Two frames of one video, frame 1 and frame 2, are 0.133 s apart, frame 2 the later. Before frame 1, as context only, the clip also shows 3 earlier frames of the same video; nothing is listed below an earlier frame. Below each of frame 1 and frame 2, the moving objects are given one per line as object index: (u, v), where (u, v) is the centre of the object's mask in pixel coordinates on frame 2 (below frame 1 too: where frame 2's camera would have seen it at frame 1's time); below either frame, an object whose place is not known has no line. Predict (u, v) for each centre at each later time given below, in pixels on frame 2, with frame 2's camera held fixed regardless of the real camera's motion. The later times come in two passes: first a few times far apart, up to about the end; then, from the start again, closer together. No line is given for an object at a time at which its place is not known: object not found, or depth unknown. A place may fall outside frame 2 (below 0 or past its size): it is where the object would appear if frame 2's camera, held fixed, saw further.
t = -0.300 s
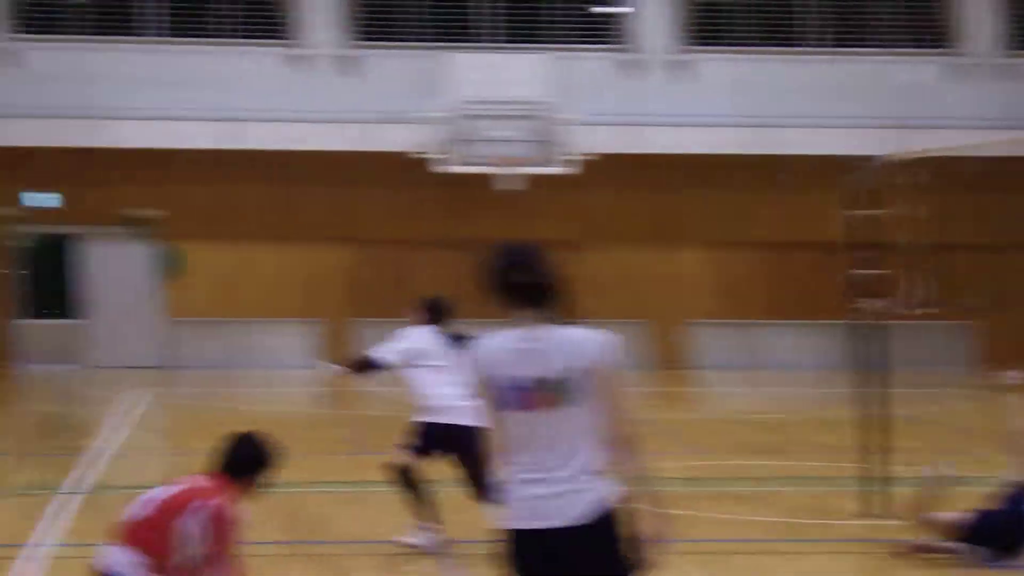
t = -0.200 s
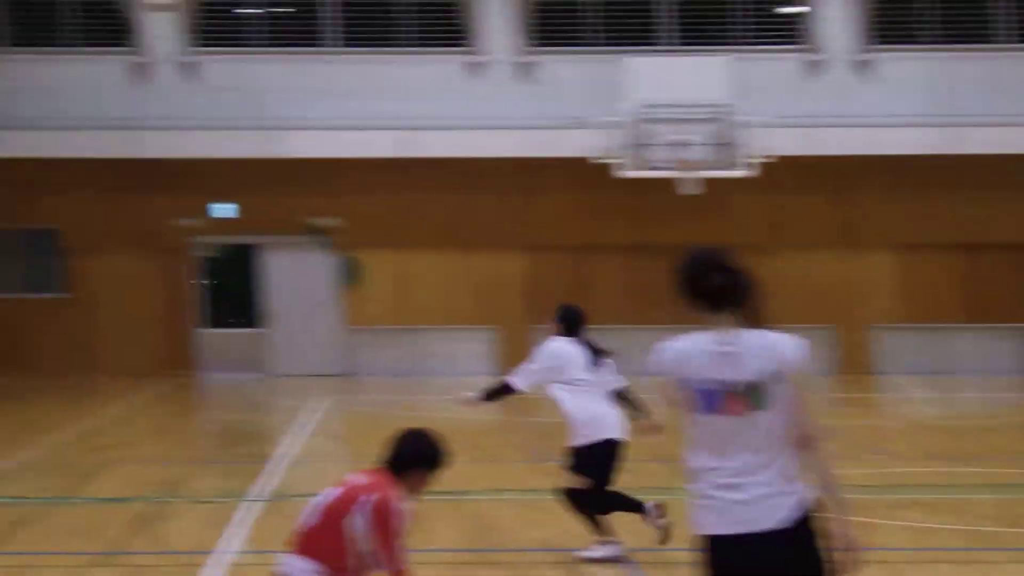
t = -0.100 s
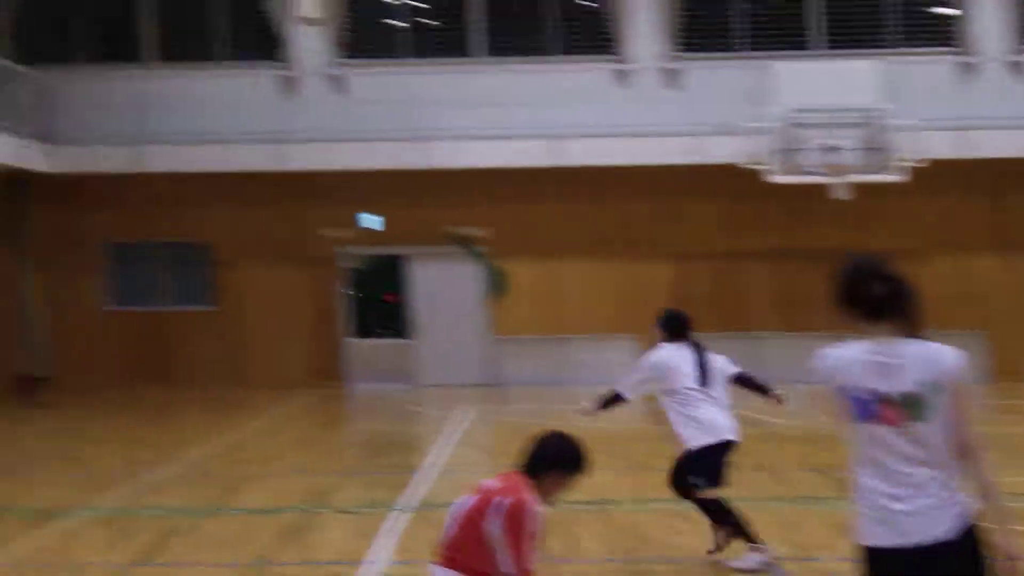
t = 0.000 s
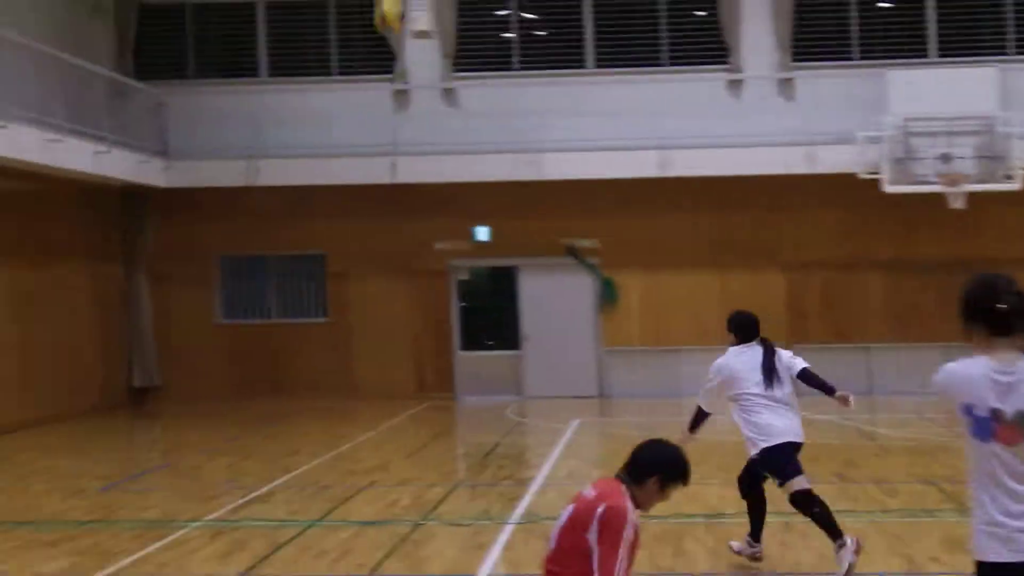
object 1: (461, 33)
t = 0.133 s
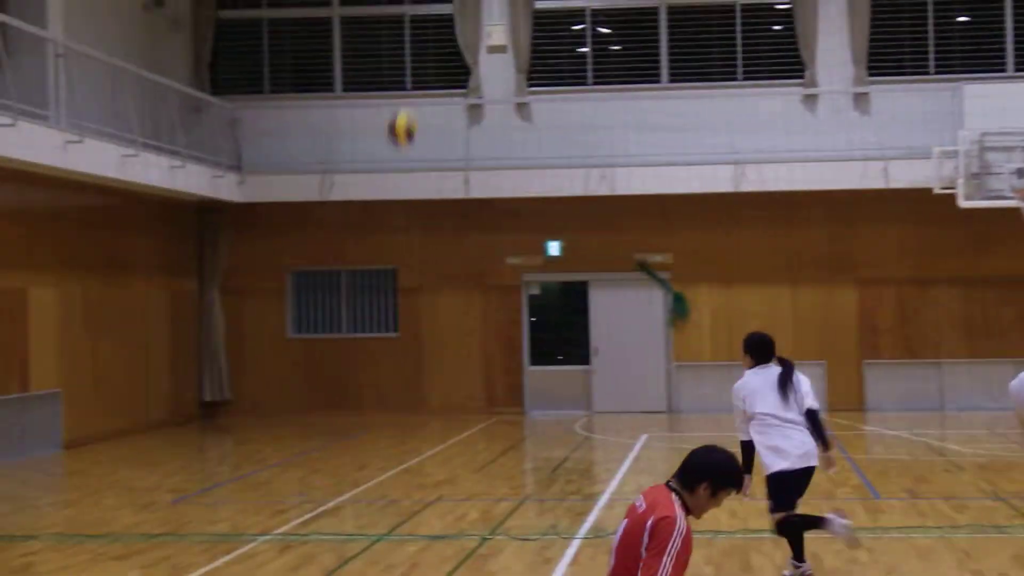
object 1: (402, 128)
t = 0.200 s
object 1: (374, 186)
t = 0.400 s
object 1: (291, 383)
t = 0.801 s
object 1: (206, 447)
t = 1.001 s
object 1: (164, 434)
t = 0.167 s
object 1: (386, 157)
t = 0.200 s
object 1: (374, 186)
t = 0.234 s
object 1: (358, 217)
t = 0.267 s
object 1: (345, 247)
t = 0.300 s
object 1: (331, 279)
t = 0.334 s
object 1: (315, 315)
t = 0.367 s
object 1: (302, 348)
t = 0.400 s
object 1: (291, 383)
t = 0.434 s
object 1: (282, 414)
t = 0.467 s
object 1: (272, 443)
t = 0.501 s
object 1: (265, 467)
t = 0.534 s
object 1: (256, 492)
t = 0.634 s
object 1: (236, 493)
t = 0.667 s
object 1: (229, 481)
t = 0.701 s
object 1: (224, 471)
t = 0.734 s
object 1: (217, 460)
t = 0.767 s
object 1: (213, 452)
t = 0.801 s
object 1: (206, 447)
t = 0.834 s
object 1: (199, 441)
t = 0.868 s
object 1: (191, 437)
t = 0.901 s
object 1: (186, 435)
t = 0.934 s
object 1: (180, 434)
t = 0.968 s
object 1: (169, 432)
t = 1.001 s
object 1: (164, 434)
